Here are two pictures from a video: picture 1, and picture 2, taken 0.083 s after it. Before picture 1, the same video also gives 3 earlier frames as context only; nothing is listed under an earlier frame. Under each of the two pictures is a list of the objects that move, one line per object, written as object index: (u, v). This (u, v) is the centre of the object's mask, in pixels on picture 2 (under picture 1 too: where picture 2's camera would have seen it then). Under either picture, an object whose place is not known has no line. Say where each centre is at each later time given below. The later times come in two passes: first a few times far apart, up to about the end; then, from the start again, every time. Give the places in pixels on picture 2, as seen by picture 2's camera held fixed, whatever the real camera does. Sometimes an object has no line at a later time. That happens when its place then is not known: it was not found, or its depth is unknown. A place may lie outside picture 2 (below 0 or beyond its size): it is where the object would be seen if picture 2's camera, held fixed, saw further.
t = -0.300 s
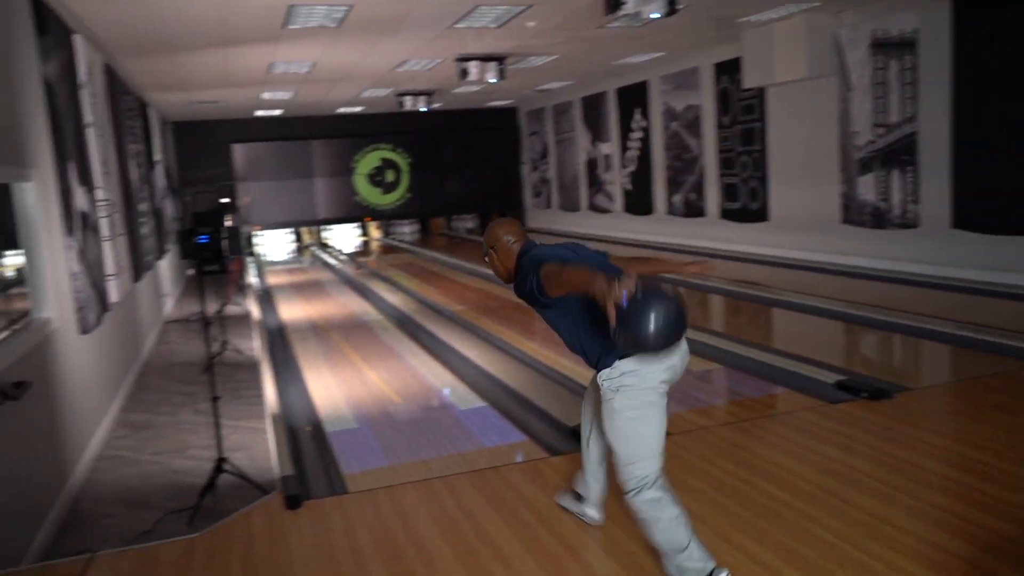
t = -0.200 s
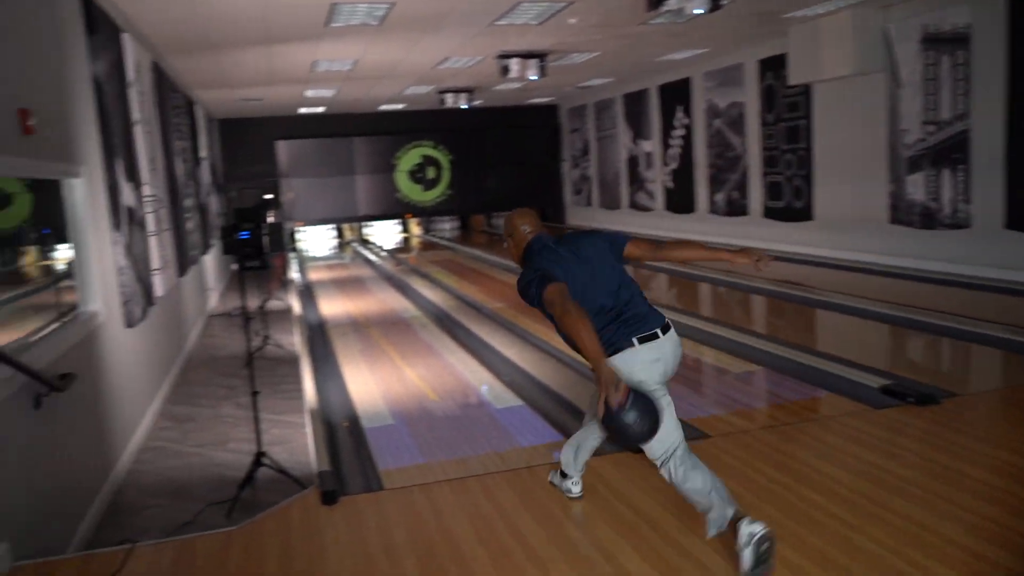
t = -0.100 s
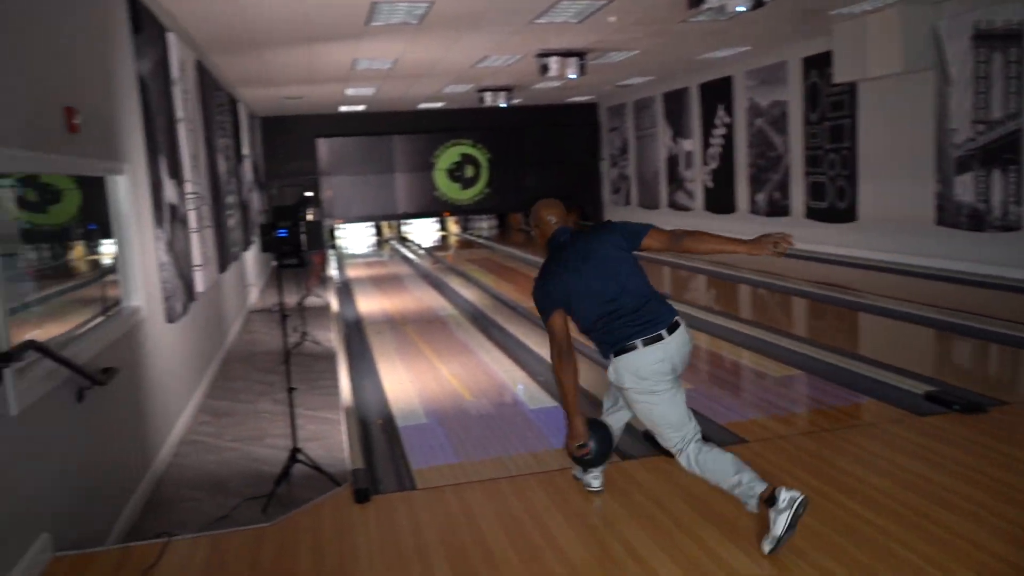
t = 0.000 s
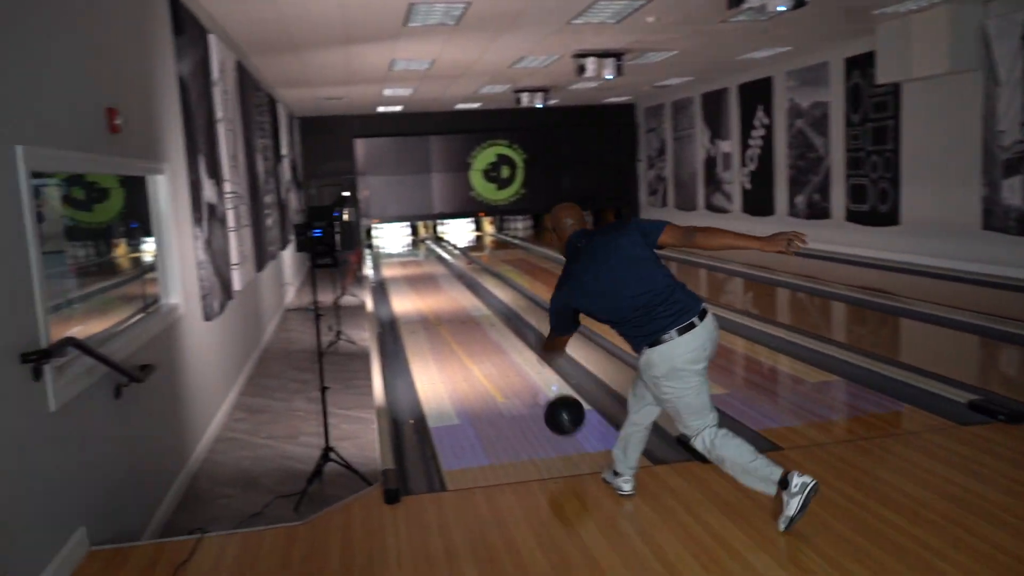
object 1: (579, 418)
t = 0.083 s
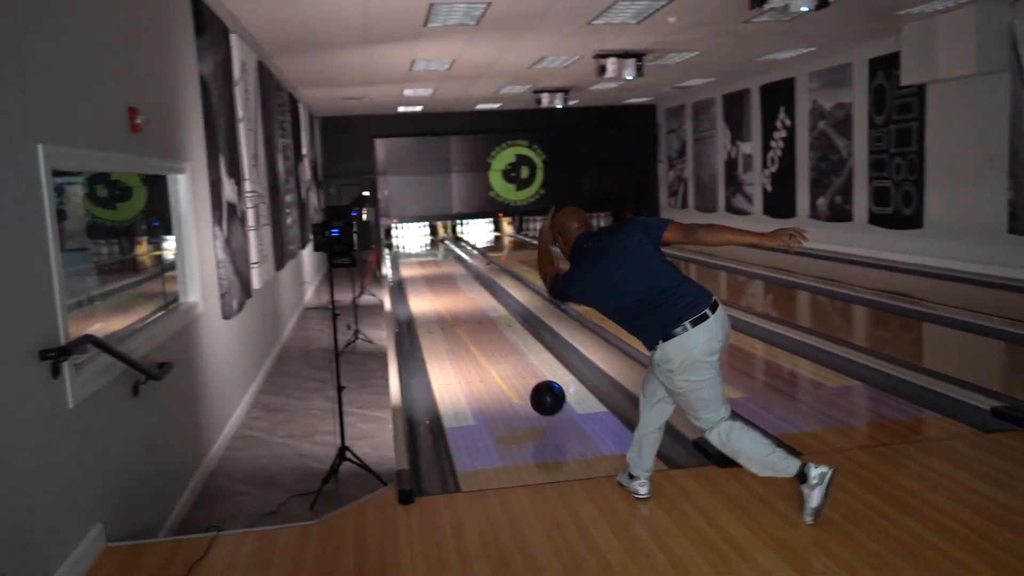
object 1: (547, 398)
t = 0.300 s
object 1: (495, 351)
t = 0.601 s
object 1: (455, 308)
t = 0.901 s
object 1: (432, 282)
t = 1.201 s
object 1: (417, 266)
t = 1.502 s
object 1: (408, 255)
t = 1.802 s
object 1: (404, 246)
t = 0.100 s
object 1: (542, 396)
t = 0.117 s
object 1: (537, 395)
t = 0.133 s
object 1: (533, 393)
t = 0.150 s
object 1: (528, 388)
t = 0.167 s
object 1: (524, 382)
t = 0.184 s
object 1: (519, 378)
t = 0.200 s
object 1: (516, 374)
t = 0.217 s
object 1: (512, 370)
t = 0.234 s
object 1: (508, 366)
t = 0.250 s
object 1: (504, 362)
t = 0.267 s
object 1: (501, 358)
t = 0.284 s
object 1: (498, 355)
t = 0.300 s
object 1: (495, 351)
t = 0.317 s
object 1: (492, 348)
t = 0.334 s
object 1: (489, 345)
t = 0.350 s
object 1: (486, 342)
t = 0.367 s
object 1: (483, 339)
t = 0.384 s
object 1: (481, 336)
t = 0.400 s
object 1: (478, 333)
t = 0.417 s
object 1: (476, 331)
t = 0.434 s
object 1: (474, 329)
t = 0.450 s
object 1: (471, 326)
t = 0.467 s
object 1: (469, 324)
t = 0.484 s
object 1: (467, 322)
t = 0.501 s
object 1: (465, 320)
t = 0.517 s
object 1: (463, 317)
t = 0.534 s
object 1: (461, 315)
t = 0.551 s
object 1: (460, 313)
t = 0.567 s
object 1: (458, 311)
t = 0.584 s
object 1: (456, 309)
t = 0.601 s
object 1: (455, 308)
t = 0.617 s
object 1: (453, 306)
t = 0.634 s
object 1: (451, 304)
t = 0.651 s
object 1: (450, 303)
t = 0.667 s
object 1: (448, 301)
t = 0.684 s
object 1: (447, 299)
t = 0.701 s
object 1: (445, 298)
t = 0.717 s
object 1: (444, 296)
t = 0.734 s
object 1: (443, 295)
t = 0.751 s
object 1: (442, 293)
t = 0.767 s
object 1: (441, 292)
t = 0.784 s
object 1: (439, 291)
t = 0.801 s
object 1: (438, 290)
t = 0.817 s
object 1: (437, 288)
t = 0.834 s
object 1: (436, 287)
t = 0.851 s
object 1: (435, 286)
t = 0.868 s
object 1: (434, 285)
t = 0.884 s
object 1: (432, 284)
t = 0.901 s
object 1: (432, 282)
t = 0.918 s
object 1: (431, 281)
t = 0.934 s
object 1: (430, 280)
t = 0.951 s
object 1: (429, 279)
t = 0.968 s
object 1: (428, 278)
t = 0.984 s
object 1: (427, 277)
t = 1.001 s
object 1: (426, 276)
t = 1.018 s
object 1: (425, 275)
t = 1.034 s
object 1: (424, 274)
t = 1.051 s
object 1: (423, 273)
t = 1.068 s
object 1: (423, 272)
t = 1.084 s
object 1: (422, 271)
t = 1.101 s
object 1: (421, 270)
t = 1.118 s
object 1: (420, 269)
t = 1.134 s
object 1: (420, 269)
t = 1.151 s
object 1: (419, 268)
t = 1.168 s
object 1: (418, 267)
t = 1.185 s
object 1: (418, 266)
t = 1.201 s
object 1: (417, 266)
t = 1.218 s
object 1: (416, 265)
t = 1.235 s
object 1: (416, 264)
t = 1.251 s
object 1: (415, 263)
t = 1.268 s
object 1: (415, 263)
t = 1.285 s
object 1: (414, 262)
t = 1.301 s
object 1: (414, 262)
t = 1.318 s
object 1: (413, 261)
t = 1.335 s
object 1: (412, 261)
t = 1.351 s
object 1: (412, 260)
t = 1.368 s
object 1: (411, 259)
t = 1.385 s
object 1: (411, 258)
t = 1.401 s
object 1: (411, 258)
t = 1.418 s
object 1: (410, 257)
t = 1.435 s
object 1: (409, 257)
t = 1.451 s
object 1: (409, 256)
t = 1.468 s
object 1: (409, 256)
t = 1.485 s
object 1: (409, 255)
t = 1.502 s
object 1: (408, 255)
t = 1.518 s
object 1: (408, 254)
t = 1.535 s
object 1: (407, 254)
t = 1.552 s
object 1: (407, 253)
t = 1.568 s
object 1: (407, 252)
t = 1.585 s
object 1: (407, 252)
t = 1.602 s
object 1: (406, 251)
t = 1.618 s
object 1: (406, 251)
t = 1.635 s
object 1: (406, 251)
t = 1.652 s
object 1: (406, 250)
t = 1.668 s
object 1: (405, 249)
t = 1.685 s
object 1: (405, 249)
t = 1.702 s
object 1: (405, 249)
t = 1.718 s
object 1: (405, 248)
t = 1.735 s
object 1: (405, 248)
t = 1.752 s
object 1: (404, 247)
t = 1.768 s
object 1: (404, 247)
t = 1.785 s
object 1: (404, 247)
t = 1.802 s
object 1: (404, 246)
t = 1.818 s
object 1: (404, 246)
